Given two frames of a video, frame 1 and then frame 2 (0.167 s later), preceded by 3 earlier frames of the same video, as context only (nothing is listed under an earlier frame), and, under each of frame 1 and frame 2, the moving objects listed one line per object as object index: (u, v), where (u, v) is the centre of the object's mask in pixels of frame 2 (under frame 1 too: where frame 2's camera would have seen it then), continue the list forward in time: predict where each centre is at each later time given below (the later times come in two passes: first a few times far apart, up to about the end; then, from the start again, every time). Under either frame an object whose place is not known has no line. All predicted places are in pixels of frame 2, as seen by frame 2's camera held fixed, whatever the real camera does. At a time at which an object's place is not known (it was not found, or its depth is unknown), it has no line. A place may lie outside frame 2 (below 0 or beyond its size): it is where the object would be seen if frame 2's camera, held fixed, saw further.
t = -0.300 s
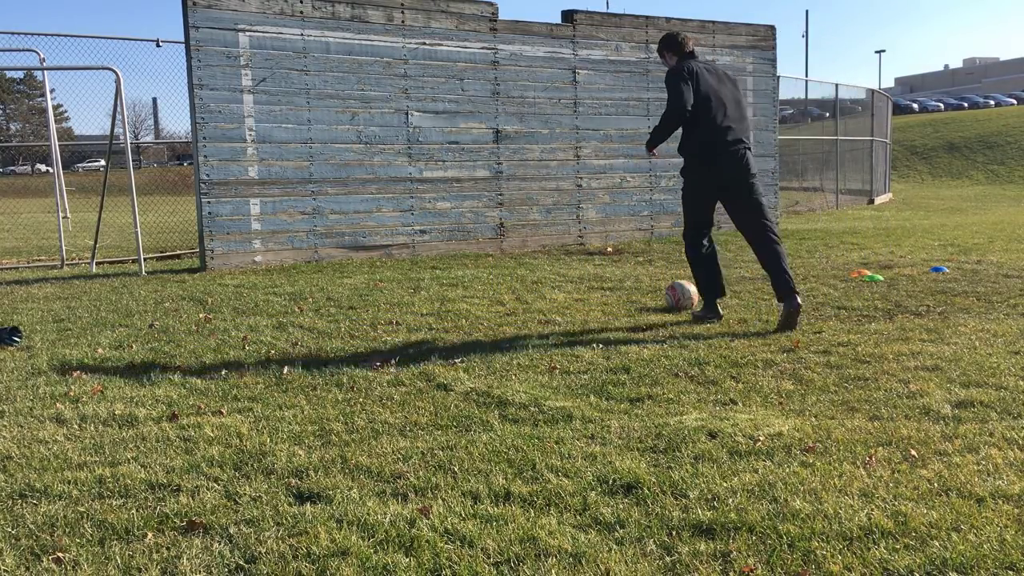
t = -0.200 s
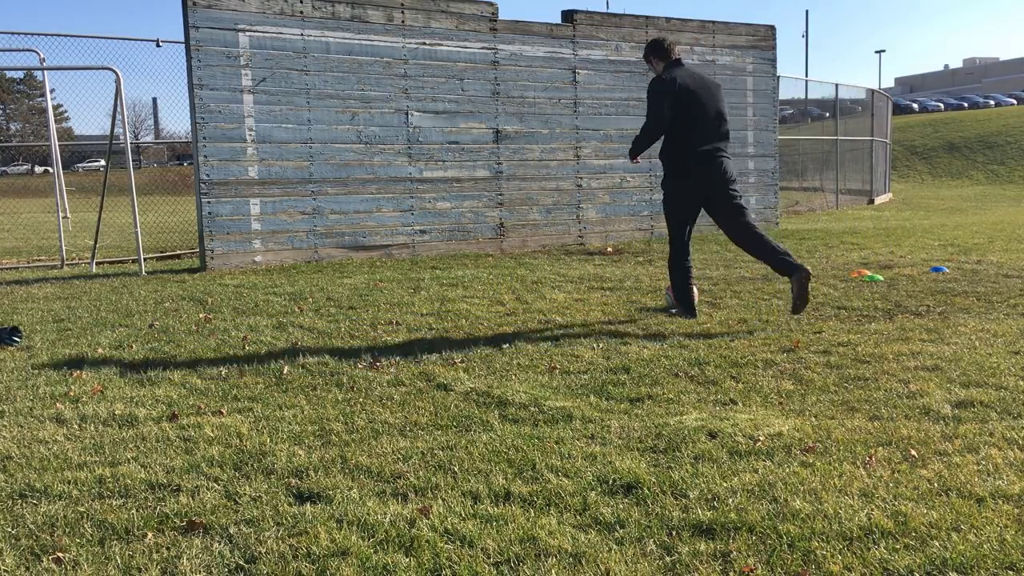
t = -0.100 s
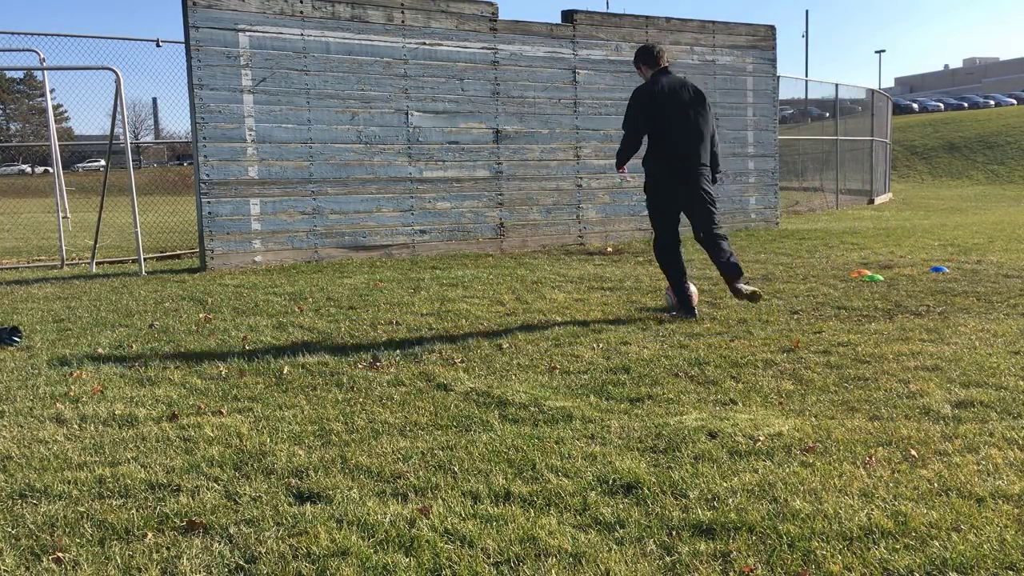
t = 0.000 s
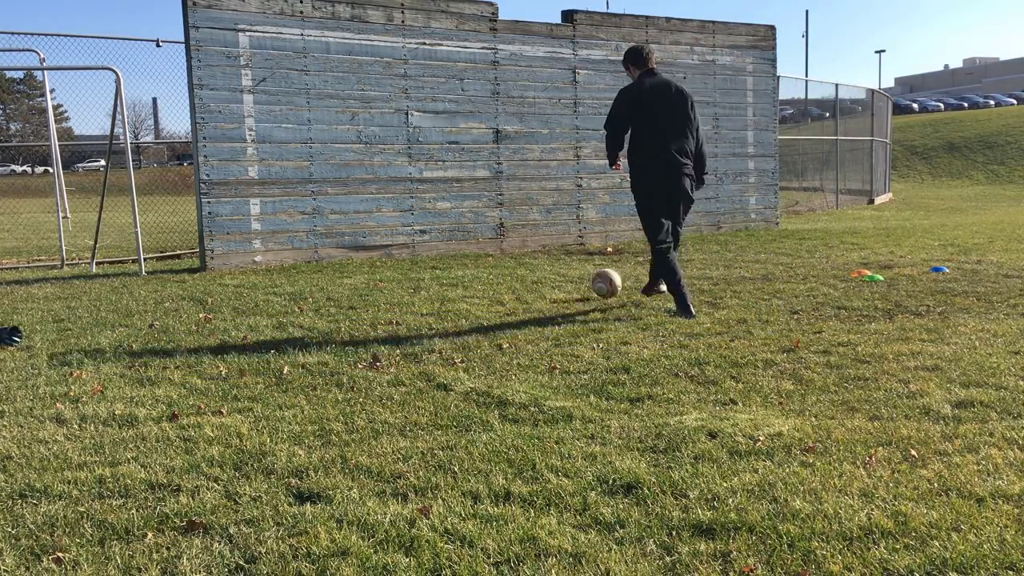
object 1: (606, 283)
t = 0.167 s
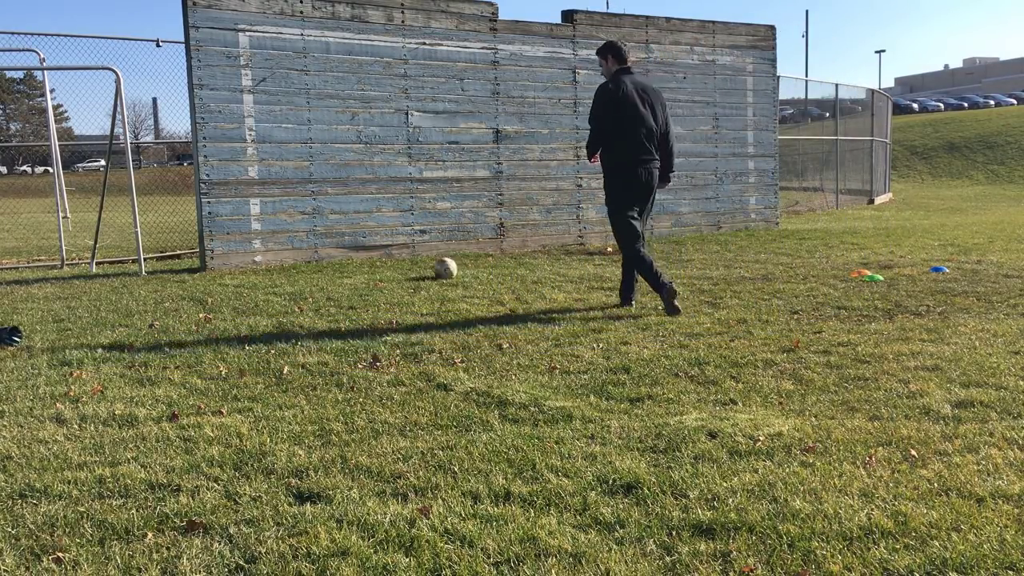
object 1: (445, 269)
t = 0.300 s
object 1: (366, 249)
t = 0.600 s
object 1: (442, 267)
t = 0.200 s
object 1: (423, 262)
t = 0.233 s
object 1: (403, 256)
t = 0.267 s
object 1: (384, 252)
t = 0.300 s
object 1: (366, 249)
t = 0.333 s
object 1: (349, 248)
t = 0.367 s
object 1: (344, 247)
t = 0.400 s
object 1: (356, 247)
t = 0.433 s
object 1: (369, 248)
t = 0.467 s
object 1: (381, 249)
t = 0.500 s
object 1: (396, 252)
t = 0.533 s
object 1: (410, 257)
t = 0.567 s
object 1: (426, 262)
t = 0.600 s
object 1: (442, 267)
